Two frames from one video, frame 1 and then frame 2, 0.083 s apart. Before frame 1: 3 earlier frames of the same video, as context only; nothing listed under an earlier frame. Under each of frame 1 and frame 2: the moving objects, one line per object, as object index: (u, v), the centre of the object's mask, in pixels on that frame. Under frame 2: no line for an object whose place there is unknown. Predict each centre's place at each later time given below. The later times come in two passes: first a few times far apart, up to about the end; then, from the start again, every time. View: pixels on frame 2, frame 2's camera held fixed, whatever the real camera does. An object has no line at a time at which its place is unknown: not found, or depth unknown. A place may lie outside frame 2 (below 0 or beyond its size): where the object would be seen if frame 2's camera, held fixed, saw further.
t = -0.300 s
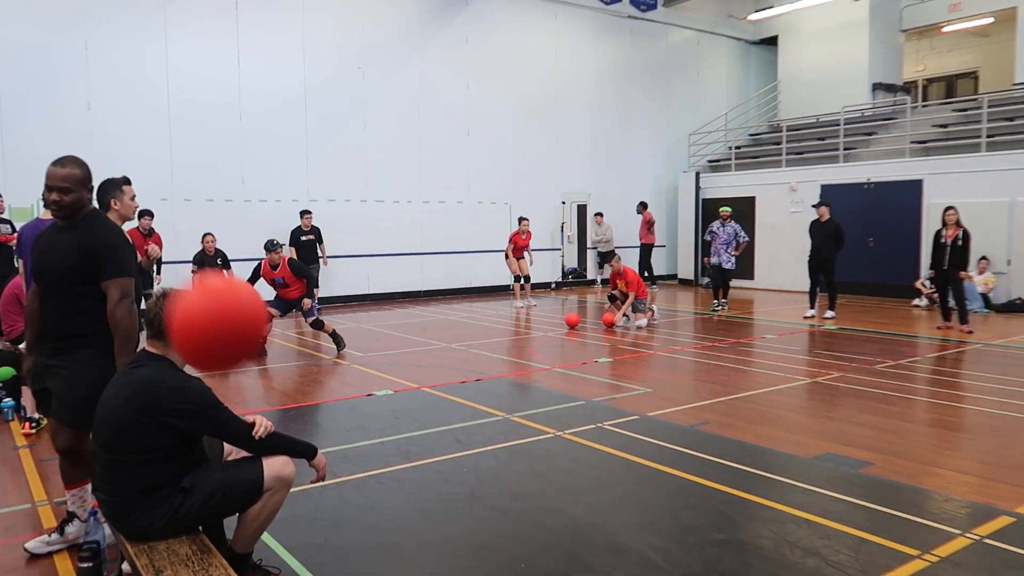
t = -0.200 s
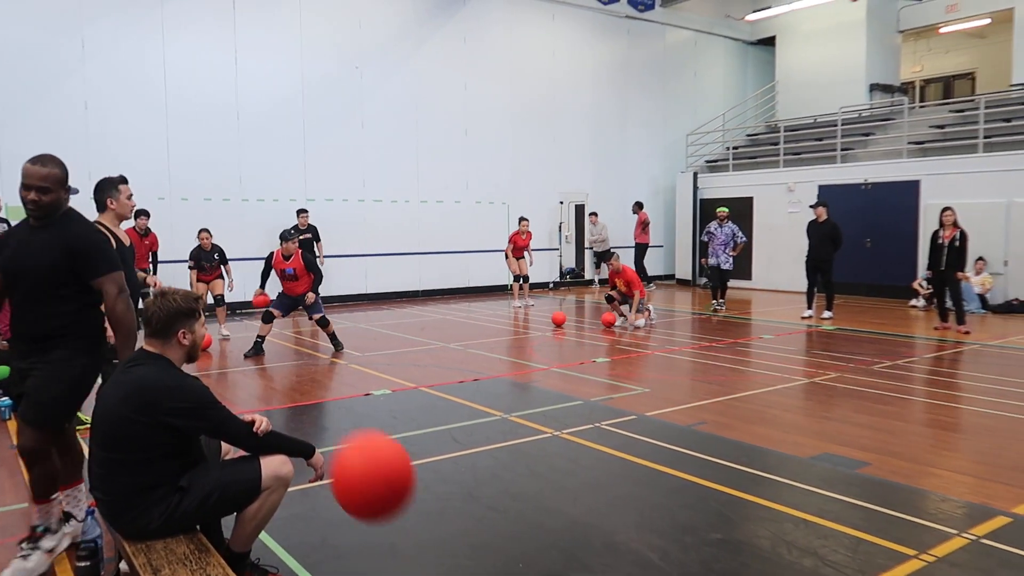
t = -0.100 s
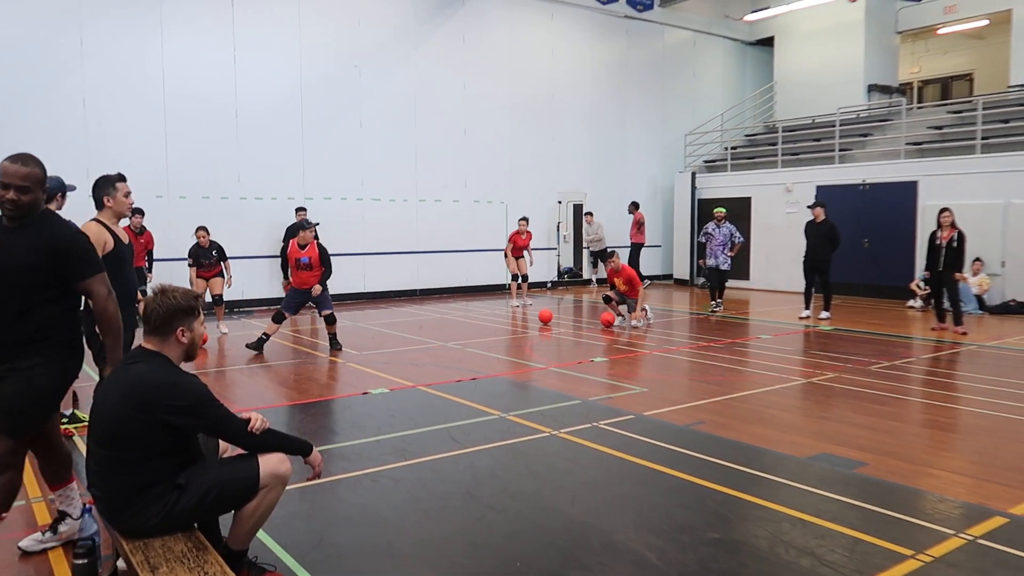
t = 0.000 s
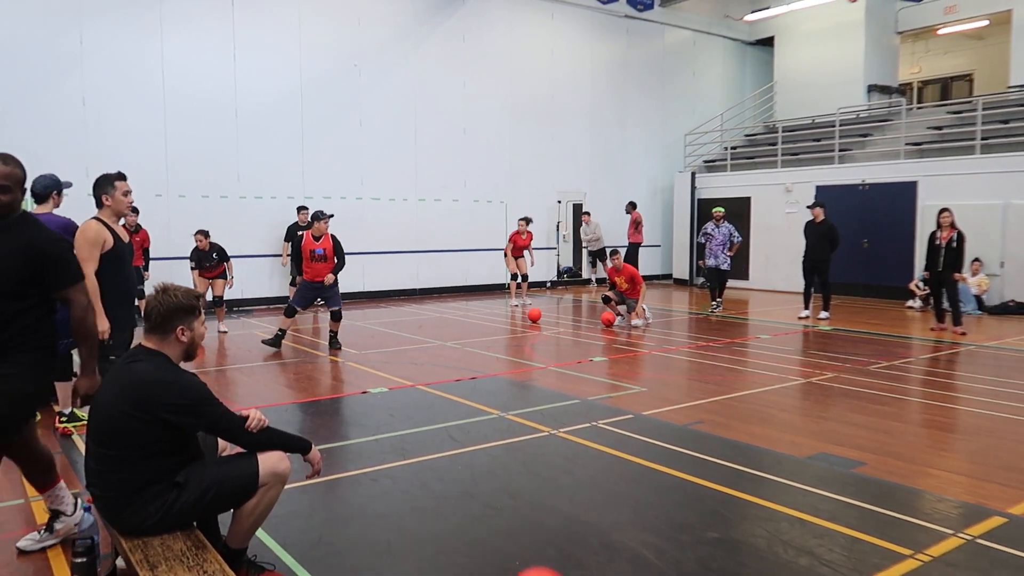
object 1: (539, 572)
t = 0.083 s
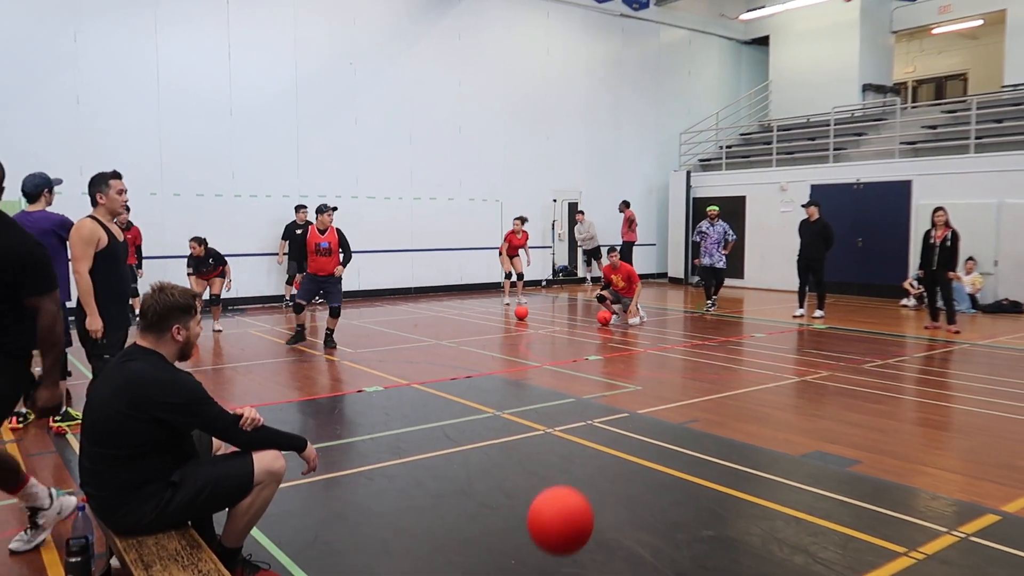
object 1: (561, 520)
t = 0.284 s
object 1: (615, 416)
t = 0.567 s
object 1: (677, 466)
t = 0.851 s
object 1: (729, 498)
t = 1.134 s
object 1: (775, 503)
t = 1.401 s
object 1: (810, 485)
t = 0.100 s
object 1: (565, 507)
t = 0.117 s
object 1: (570, 494)
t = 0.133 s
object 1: (574, 482)
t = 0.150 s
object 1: (578, 472)
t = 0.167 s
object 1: (583, 461)
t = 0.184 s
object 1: (588, 453)
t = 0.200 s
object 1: (592, 444)
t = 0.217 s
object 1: (597, 437)
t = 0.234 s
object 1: (602, 430)
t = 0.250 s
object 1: (606, 425)
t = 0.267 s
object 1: (610, 420)
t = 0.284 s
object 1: (615, 416)
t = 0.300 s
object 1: (619, 413)
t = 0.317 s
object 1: (623, 411)
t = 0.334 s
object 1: (627, 410)
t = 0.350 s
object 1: (631, 409)
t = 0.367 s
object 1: (635, 410)
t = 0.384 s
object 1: (639, 411)
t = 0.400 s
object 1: (643, 413)
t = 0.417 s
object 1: (646, 415)
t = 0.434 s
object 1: (650, 418)
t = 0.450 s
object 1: (653, 421)
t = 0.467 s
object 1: (657, 426)
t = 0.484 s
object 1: (660, 431)
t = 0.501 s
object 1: (664, 437)
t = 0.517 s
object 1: (667, 443)
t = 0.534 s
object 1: (671, 450)
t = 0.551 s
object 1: (674, 458)
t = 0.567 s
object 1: (677, 466)
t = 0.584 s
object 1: (680, 475)
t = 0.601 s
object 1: (683, 485)
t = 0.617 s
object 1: (686, 495)
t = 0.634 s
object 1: (689, 506)
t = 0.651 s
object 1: (692, 517)
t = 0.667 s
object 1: (695, 529)
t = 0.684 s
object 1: (697, 541)
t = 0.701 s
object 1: (700, 553)
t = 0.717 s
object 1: (703, 557)
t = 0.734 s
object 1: (706, 550)
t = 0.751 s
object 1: (710, 540)
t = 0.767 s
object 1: (713, 532)
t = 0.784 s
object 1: (716, 524)
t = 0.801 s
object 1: (719, 517)
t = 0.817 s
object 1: (723, 510)
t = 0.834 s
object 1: (726, 504)
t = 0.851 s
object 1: (729, 498)
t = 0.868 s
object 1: (732, 494)
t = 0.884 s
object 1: (735, 490)
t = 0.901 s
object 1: (738, 486)
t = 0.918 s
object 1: (741, 483)
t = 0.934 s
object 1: (744, 481)
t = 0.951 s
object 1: (747, 480)
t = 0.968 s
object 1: (750, 479)
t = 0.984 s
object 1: (753, 479)
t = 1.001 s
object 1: (755, 479)
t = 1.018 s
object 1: (758, 480)
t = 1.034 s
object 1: (761, 482)
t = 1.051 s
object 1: (763, 484)
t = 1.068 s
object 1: (766, 486)
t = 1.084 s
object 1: (768, 490)
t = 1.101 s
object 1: (771, 494)
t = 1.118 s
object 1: (773, 498)
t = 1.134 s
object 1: (775, 503)
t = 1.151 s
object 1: (778, 508)
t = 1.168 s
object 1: (780, 514)
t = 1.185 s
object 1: (783, 516)
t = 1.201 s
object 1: (785, 510)
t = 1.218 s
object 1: (787, 505)
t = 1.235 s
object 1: (789, 500)
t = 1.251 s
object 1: (792, 496)
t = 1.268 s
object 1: (794, 493)
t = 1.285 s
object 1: (796, 490)
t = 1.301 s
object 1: (798, 488)
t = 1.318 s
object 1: (800, 486)
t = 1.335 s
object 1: (802, 485)
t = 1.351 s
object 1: (804, 484)
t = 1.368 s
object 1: (806, 484)
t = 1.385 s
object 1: (808, 484)
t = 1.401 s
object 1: (810, 485)
